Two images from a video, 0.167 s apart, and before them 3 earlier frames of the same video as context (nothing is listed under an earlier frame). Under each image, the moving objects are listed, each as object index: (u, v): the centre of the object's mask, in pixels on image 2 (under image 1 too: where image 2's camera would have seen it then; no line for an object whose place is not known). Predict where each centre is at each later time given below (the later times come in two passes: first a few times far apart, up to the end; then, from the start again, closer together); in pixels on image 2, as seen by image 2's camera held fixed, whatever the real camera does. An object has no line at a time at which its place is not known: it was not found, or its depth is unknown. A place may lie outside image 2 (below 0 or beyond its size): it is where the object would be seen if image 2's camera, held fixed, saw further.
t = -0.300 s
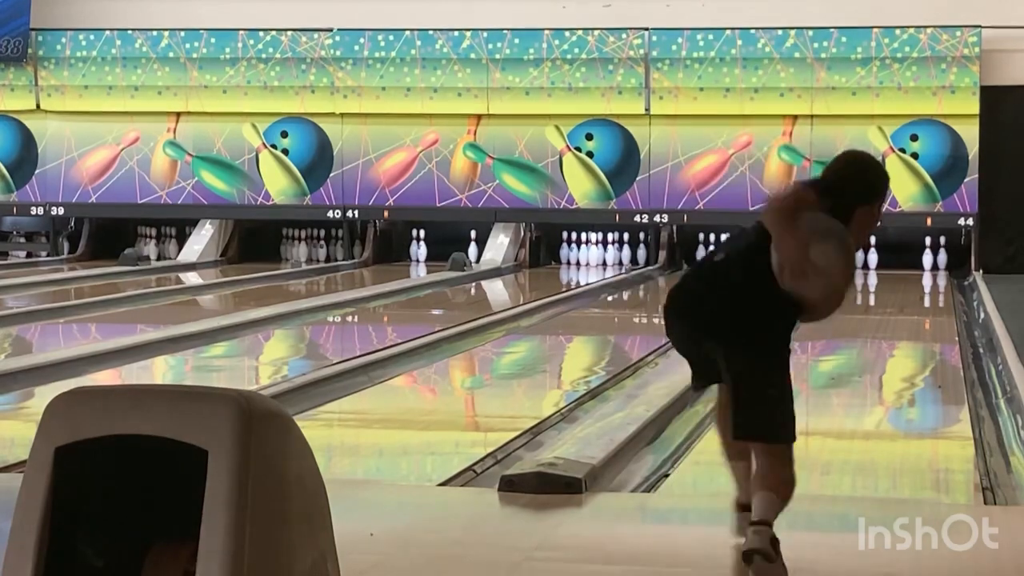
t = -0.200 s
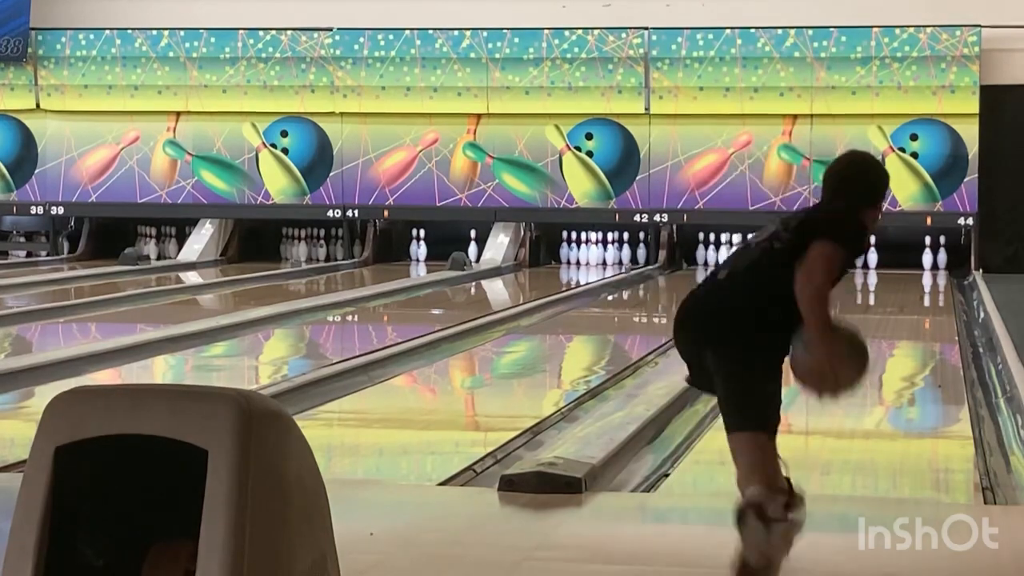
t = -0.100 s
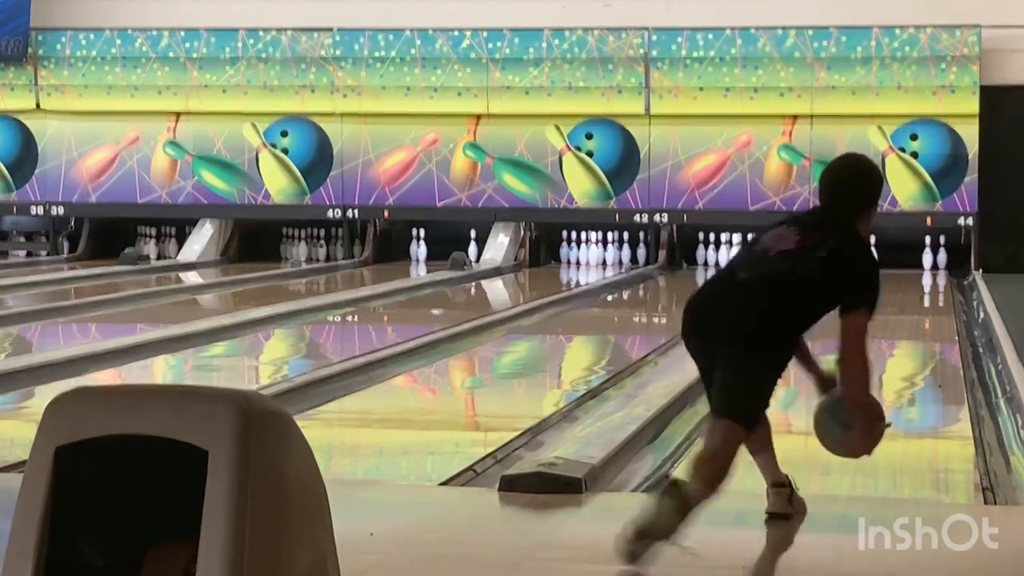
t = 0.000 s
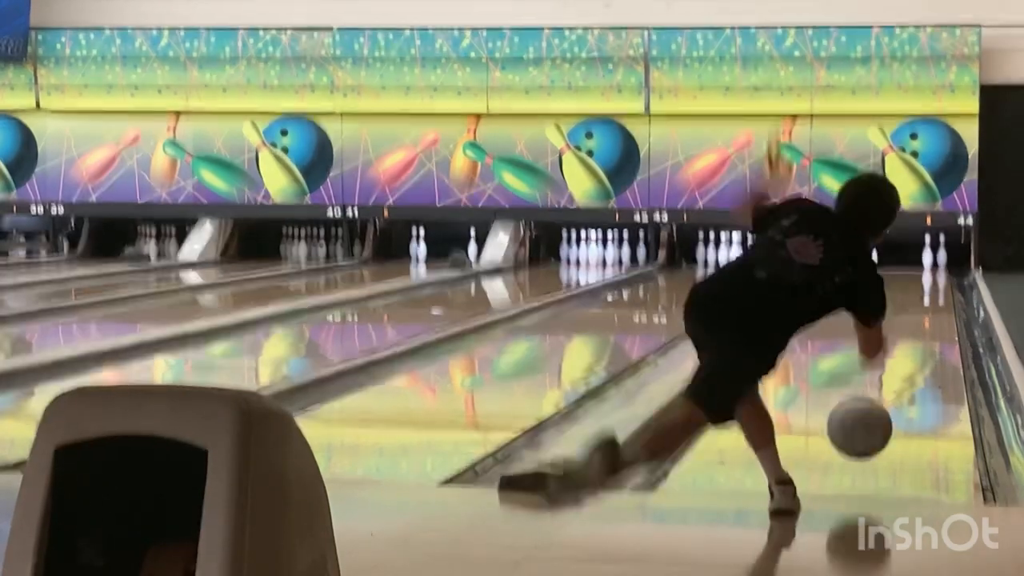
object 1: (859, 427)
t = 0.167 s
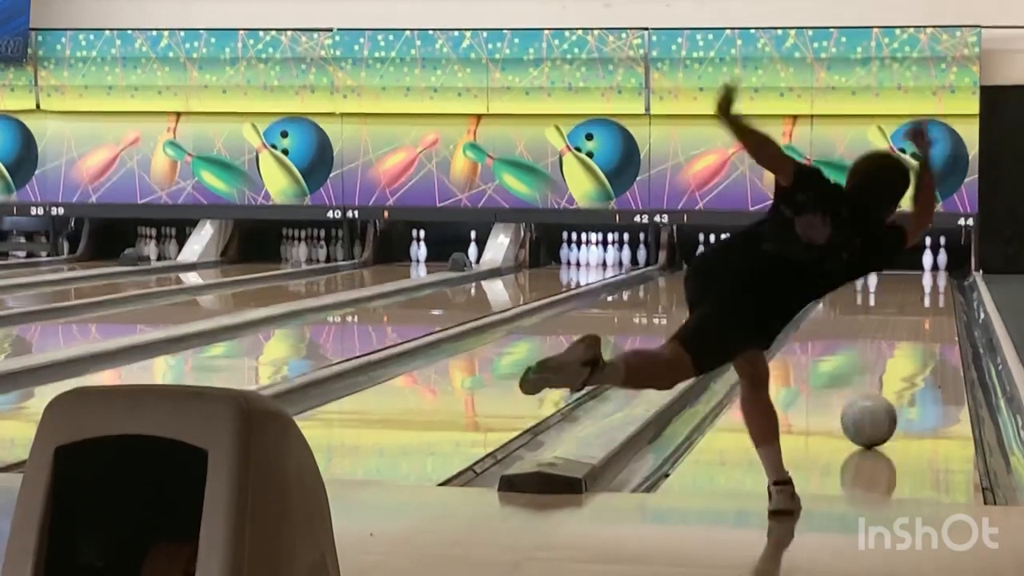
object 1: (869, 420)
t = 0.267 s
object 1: (872, 402)
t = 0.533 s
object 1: (881, 364)
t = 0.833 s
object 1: (886, 334)
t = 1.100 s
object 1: (888, 315)
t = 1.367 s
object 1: (890, 299)
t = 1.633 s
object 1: (890, 287)
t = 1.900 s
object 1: (890, 277)
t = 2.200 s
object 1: (892, 268)
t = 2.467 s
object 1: (878, 262)
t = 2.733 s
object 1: (874, 259)
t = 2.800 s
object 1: (872, 264)
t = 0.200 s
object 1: (870, 414)
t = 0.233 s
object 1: (871, 408)
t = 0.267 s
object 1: (872, 402)
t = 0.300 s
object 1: (874, 396)
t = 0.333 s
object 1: (874, 390)
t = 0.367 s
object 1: (876, 386)
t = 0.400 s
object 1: (878, 381)
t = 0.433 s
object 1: (878, 376)
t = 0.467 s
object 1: (879, 371)
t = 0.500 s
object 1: (879, 368)
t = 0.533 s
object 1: (881, 364)
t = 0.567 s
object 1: (883, 361)
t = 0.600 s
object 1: (881, 356)
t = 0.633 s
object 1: (883, 353)
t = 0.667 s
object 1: (882, 350)
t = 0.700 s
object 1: (884, 349)
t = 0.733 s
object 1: (888, 344)
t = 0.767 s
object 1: (885, 339)
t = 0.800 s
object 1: (885, 337)
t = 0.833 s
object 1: (886, 334)
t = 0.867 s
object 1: (886, 332)
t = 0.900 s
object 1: (887, 329)
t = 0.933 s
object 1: (885, 326)
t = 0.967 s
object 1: (887, 324)
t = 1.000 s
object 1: (887, 322)
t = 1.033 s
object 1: (888, 320)
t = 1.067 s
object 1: (888, 317)
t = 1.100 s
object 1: (888, 315)
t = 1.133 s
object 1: (889, 312)
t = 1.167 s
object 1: (889, 311)
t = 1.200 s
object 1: (889, 308)
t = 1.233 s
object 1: (889, 306)
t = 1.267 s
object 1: (892, 304)
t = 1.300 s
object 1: (891, 302)
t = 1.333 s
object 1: (892, 300)
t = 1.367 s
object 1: (890, 299)
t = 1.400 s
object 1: (890, 297)
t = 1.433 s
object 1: (891, 296)
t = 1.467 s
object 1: (890, 294)
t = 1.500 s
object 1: (890, 292)
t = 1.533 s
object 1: (889, 292)
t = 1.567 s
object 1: (891, 290)
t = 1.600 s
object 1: (891, 289)
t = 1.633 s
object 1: (890, 287)
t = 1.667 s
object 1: (891, 286)
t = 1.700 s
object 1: (890, 285)
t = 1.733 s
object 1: (891, 283)
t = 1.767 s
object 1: (891, 282)
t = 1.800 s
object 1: (890, 281)
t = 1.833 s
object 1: (890, 280)
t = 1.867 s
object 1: (890, 279)
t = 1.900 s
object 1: (890, 277)
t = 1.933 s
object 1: (890, 276)
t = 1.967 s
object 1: (889, 275)
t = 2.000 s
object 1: (889, 274)
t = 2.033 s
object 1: (889, 273)
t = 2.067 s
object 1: (888, 272)
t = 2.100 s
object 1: (887, 271)
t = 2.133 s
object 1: (887, 270)
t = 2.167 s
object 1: (889, 269)
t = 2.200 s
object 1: (892, 268)
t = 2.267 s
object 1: (879, 263)
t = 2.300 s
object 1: (879, 265)
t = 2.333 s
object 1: (880, 264)
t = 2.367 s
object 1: (880, 264)
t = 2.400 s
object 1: (880, 263)
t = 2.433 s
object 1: (879, 263)
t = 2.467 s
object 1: (878, 262)
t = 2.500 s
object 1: (875, 261)
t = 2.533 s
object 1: (870, 263)
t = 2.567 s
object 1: (880, 258)
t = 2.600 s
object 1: (875, 259)
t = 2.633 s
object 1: (874, 259)
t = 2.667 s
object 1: (874, 259)
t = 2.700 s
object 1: (874, 258)
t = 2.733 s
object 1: (874, 259)
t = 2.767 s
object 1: (873, 262)
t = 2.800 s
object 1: (872, 264)
